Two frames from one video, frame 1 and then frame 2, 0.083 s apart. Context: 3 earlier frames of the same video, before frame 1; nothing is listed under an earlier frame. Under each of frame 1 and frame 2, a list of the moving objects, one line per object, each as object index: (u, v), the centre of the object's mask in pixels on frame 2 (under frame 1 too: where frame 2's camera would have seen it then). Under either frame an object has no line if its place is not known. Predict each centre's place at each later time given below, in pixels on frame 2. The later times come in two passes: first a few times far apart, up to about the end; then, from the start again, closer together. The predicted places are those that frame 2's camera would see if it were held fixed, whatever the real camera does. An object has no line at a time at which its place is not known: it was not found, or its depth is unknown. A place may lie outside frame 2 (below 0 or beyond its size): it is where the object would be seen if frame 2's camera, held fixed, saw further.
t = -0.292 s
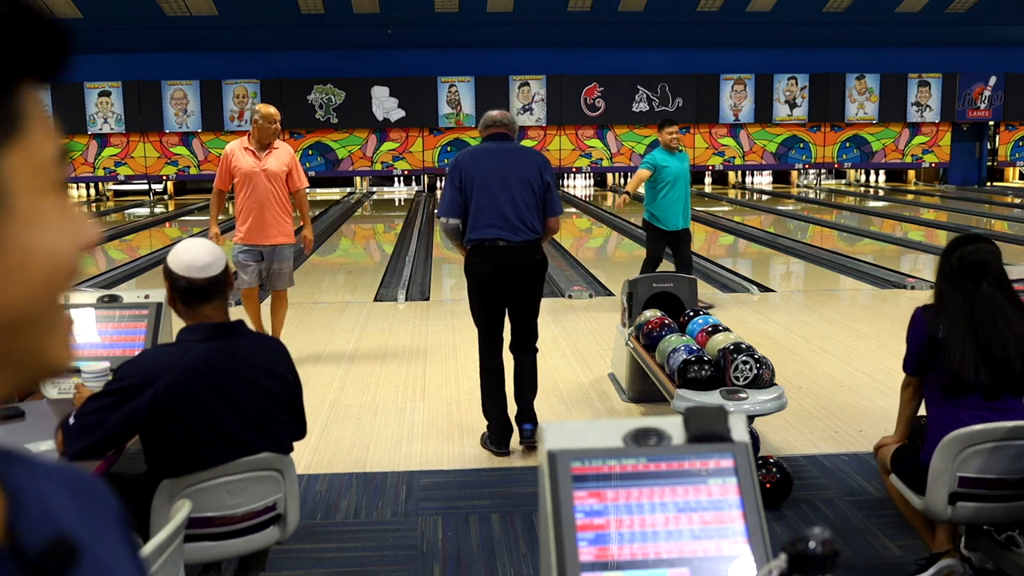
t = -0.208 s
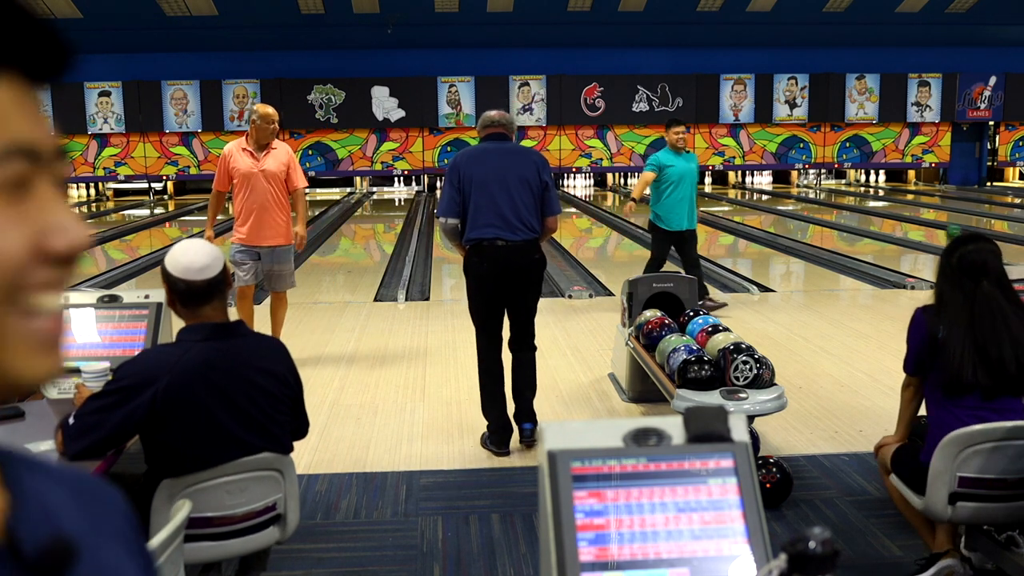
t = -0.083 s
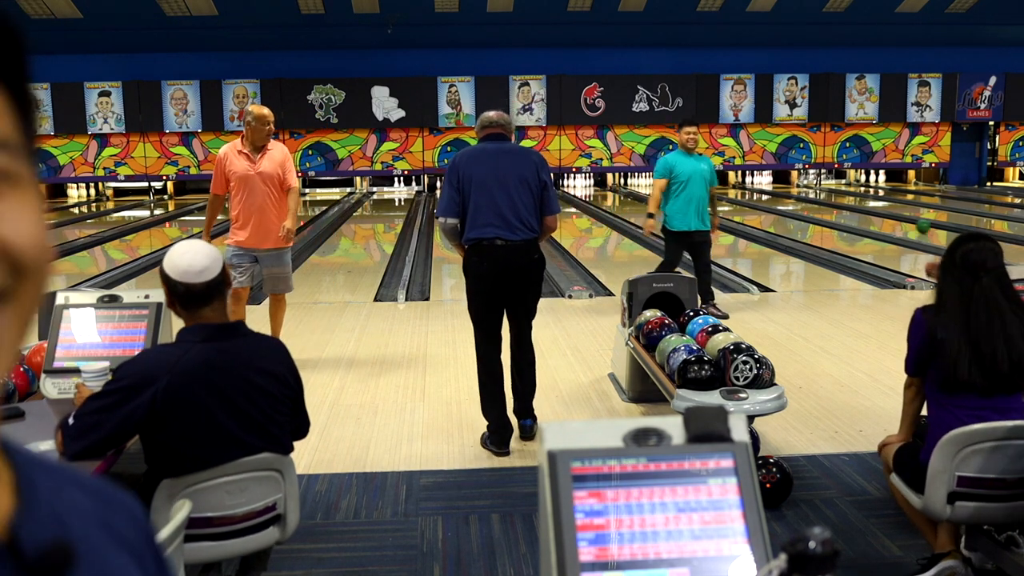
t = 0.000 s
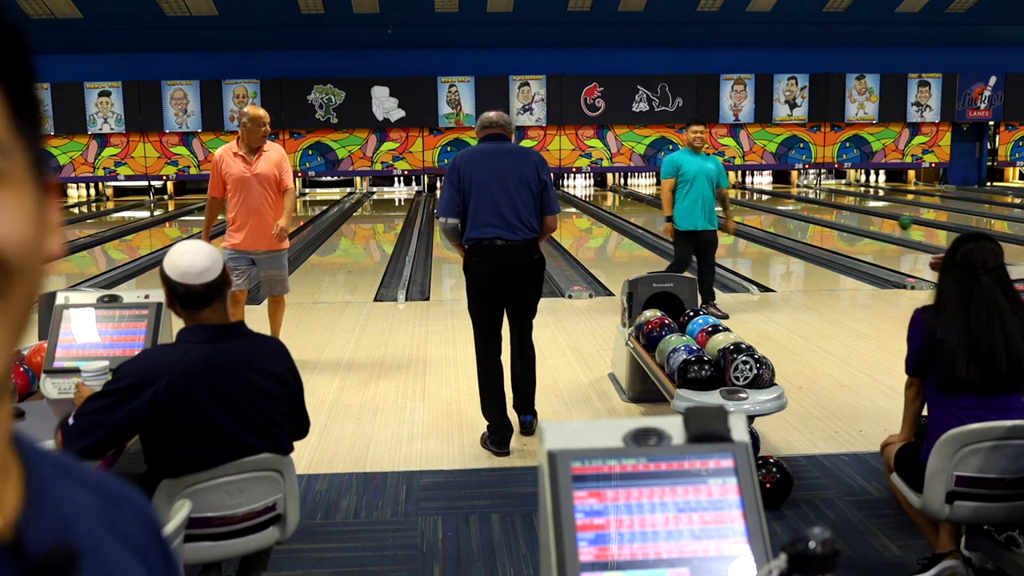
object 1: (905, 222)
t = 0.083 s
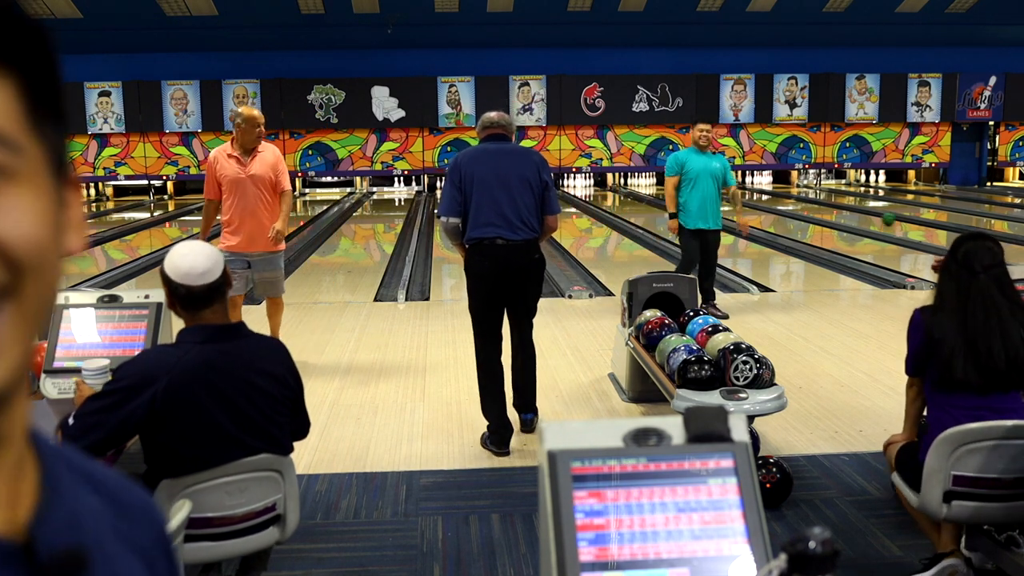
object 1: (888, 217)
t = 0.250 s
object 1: (860, 208)
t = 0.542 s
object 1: (815, 202)
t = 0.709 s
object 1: (795, 198)
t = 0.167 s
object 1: (872, 214)
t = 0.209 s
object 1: (864, 209)
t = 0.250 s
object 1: (860, 208)
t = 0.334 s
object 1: (845, 208)
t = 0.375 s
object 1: (838, 207)
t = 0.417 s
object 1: (832, 206)
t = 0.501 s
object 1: (821, 204)
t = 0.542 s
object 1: (815, 202)
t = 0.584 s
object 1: (810, 201)
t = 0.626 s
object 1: (804, 201)
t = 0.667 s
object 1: (799, 200)
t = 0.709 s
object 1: (795, 198)
